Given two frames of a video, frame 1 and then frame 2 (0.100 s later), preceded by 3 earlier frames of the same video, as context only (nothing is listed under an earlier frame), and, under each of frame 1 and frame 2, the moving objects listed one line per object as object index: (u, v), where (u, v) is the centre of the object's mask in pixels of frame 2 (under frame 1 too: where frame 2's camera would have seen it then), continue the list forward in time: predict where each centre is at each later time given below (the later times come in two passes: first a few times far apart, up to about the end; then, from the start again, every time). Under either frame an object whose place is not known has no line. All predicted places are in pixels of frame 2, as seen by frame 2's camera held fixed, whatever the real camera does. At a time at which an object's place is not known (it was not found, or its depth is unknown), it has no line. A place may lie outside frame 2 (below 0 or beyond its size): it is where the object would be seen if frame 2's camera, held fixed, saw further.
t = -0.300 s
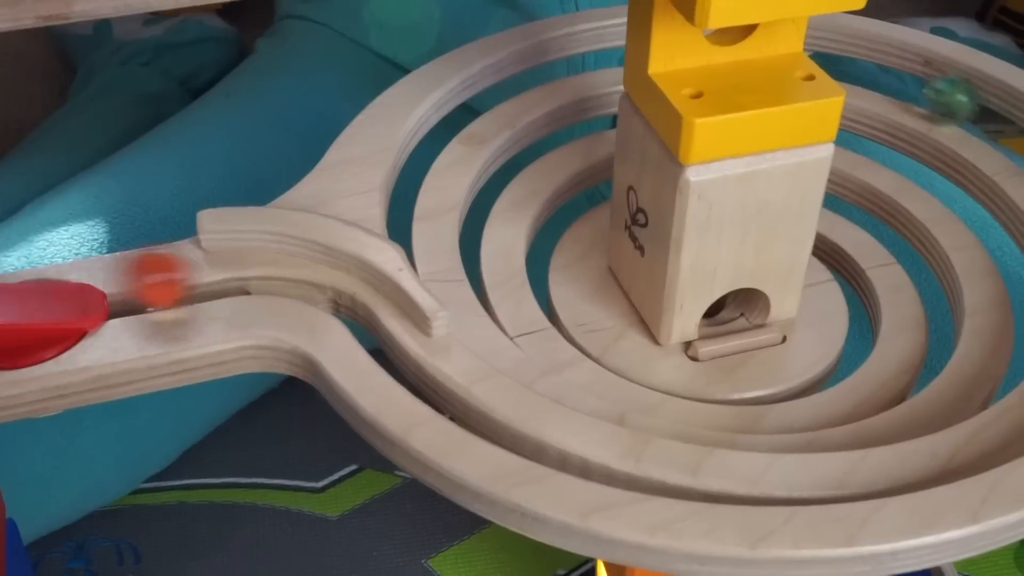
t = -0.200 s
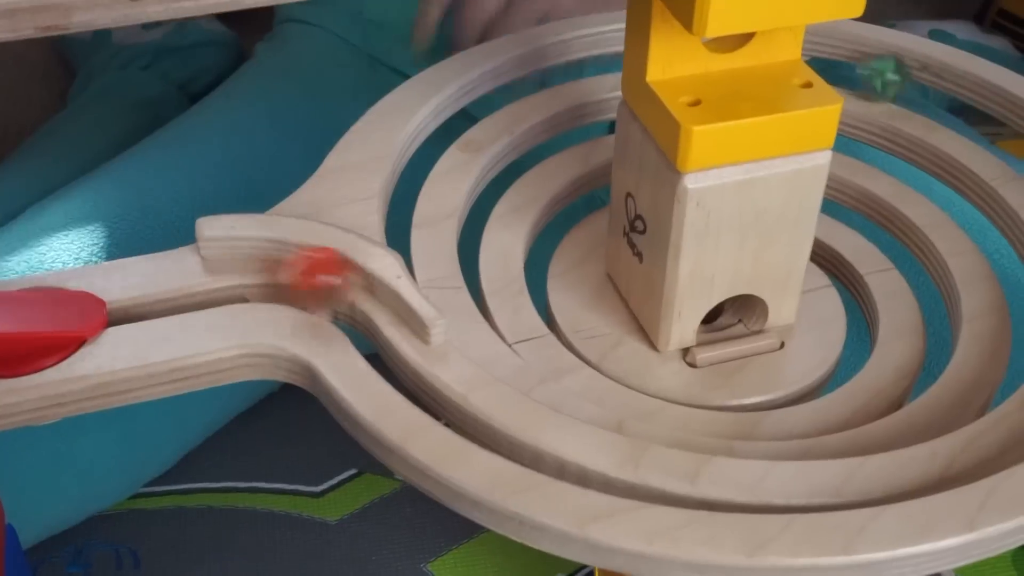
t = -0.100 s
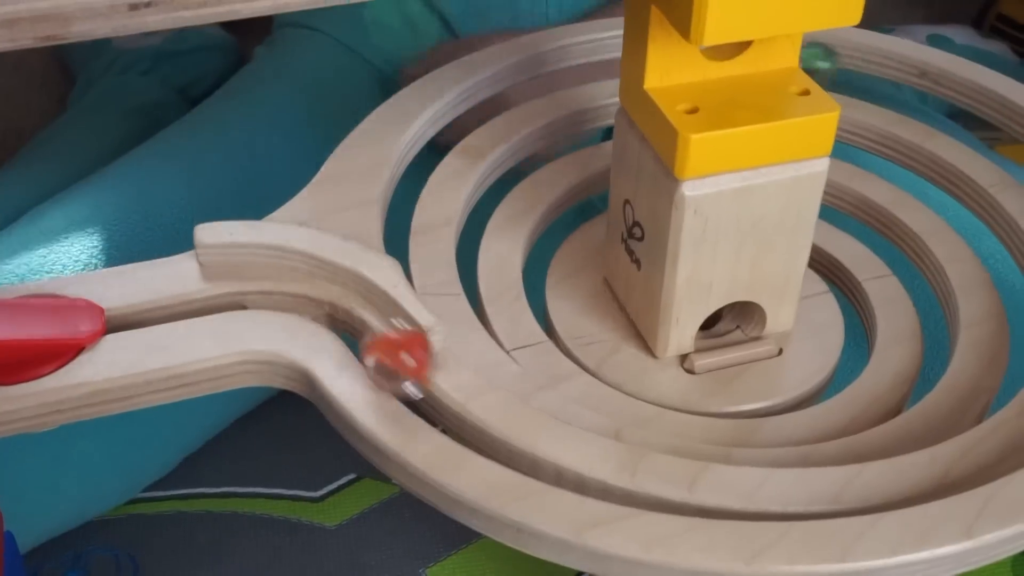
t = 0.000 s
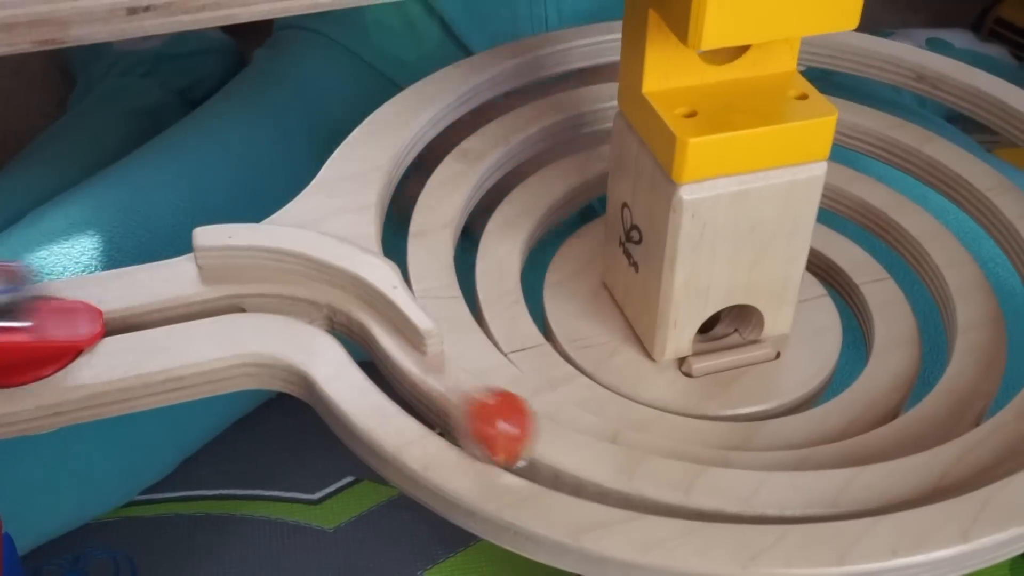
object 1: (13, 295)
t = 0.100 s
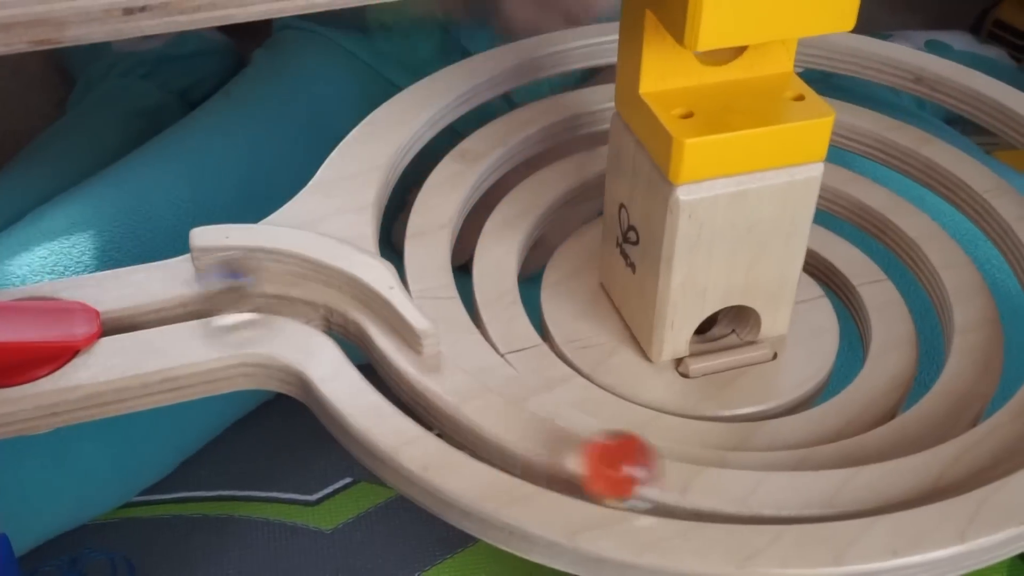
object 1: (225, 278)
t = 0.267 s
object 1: (412, 378)
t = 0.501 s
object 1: (717, 487)
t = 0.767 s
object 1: (1007, 433)
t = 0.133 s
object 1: (281, 273)
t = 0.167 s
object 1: (336, 301)
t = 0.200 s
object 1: (361, 323)
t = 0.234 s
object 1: (383, 352)
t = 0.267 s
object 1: (412, 378)
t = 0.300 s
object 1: (445, 403)
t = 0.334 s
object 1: (486, 427)
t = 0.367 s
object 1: (532, 445)
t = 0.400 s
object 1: (571, 459)
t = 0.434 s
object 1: (619, 473)
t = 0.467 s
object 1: (666, 480)
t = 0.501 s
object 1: (717, 487)
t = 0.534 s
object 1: (758, 490)
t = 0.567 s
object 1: (805, 487)
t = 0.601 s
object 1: (850, 485)
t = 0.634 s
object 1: (894, 478)
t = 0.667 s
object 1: (932, 469)
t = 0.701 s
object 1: (970, 457)
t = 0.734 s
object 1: (996, 444)
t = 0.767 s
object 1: (1007, 433)
